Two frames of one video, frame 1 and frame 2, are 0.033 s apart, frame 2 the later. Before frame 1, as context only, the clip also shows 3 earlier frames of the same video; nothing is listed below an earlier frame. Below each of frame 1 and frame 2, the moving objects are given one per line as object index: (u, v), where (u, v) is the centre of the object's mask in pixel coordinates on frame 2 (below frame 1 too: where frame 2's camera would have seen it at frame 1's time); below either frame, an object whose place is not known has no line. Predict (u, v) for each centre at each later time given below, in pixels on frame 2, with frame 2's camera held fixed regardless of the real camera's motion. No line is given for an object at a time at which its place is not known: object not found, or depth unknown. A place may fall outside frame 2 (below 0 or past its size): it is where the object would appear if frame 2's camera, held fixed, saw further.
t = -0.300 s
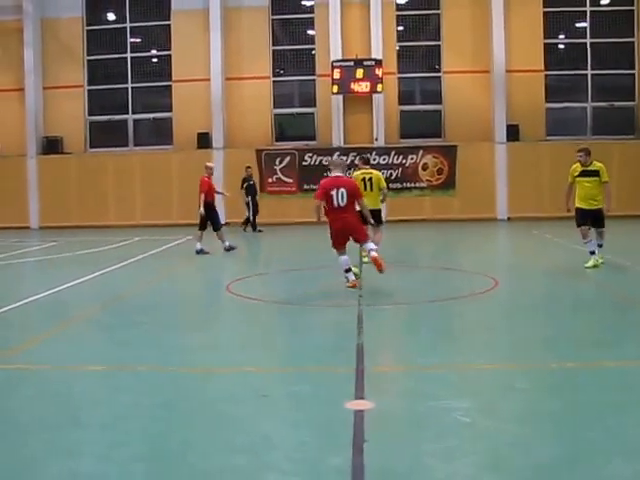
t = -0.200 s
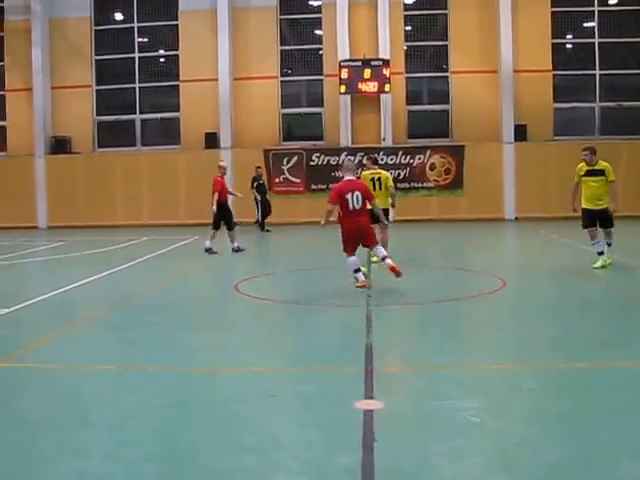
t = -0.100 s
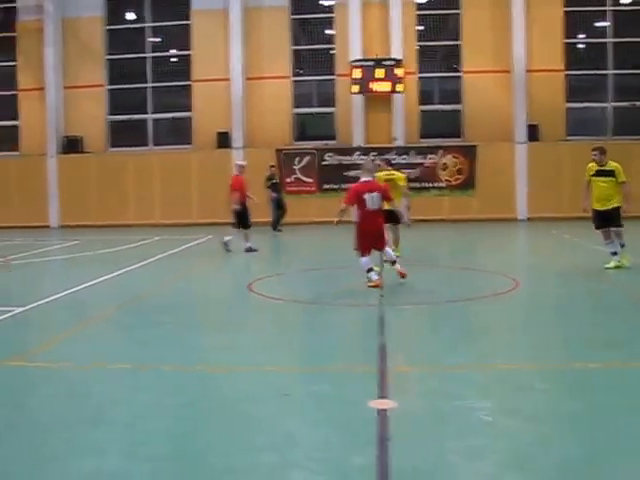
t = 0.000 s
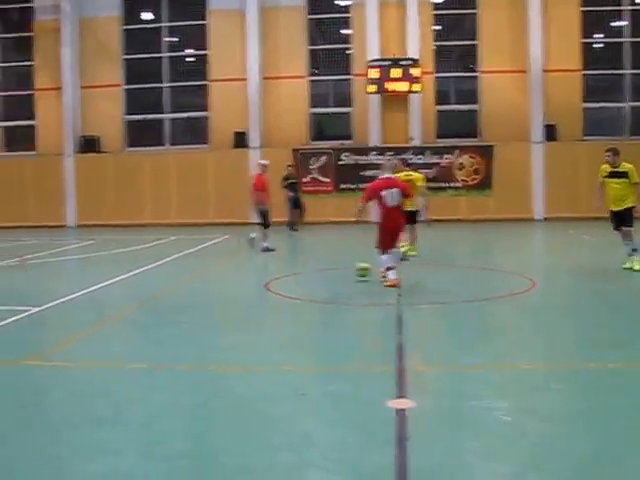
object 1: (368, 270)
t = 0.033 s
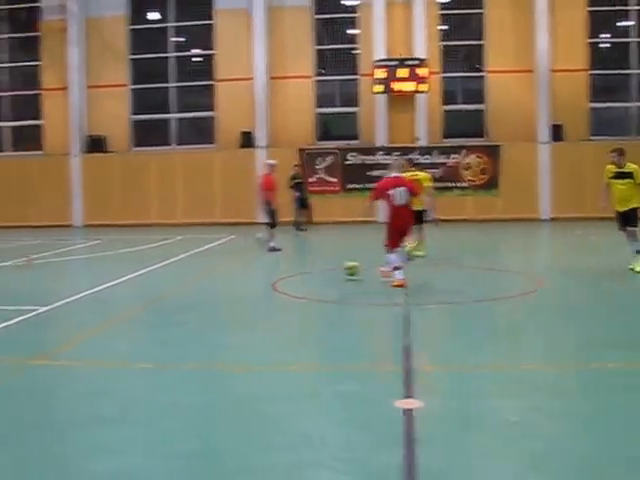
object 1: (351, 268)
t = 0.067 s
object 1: (334, 267)
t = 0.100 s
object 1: (317, 267)
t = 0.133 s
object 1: (300, 268)
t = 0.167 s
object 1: (284, 270)
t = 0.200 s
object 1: (270, 268)
